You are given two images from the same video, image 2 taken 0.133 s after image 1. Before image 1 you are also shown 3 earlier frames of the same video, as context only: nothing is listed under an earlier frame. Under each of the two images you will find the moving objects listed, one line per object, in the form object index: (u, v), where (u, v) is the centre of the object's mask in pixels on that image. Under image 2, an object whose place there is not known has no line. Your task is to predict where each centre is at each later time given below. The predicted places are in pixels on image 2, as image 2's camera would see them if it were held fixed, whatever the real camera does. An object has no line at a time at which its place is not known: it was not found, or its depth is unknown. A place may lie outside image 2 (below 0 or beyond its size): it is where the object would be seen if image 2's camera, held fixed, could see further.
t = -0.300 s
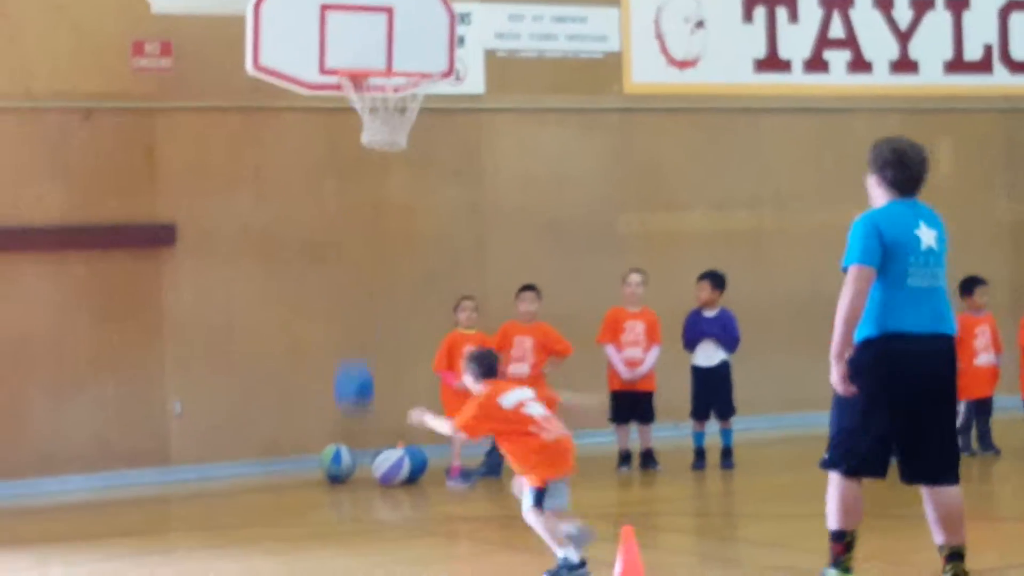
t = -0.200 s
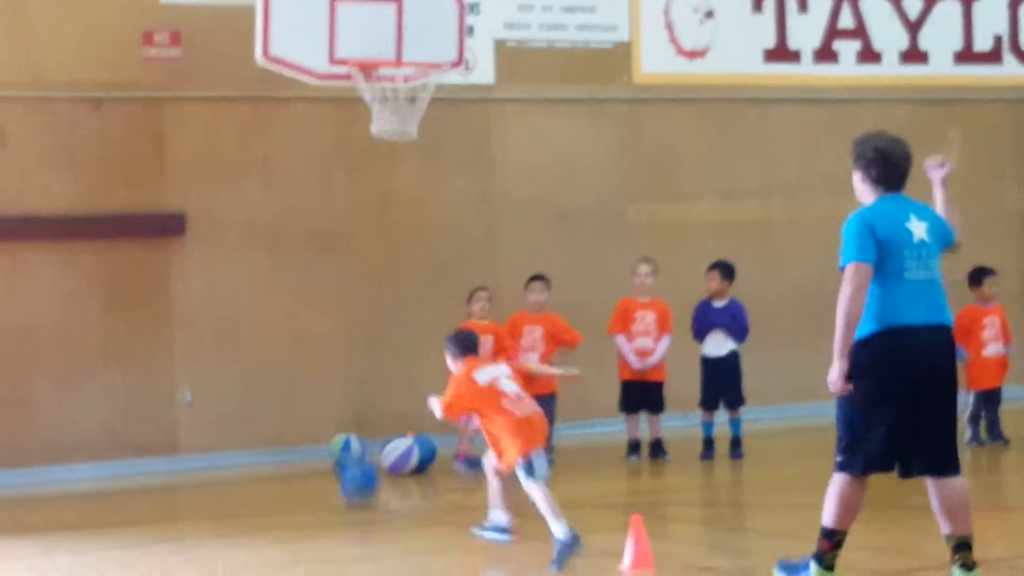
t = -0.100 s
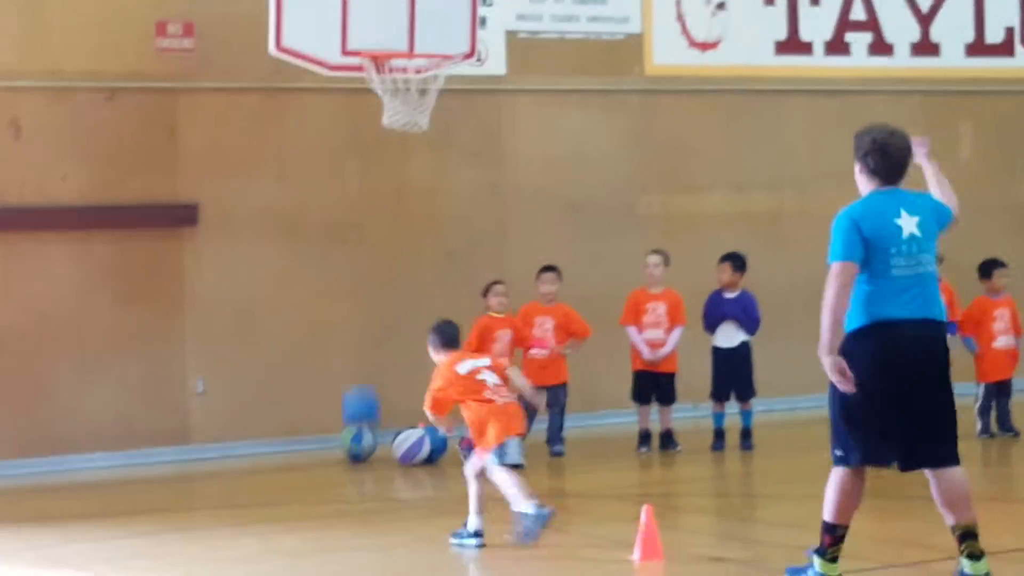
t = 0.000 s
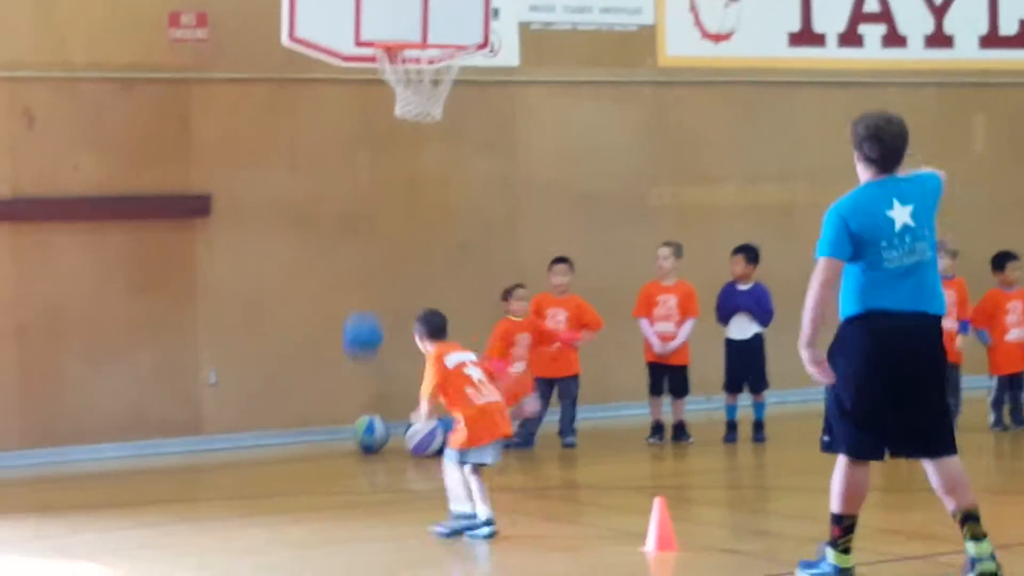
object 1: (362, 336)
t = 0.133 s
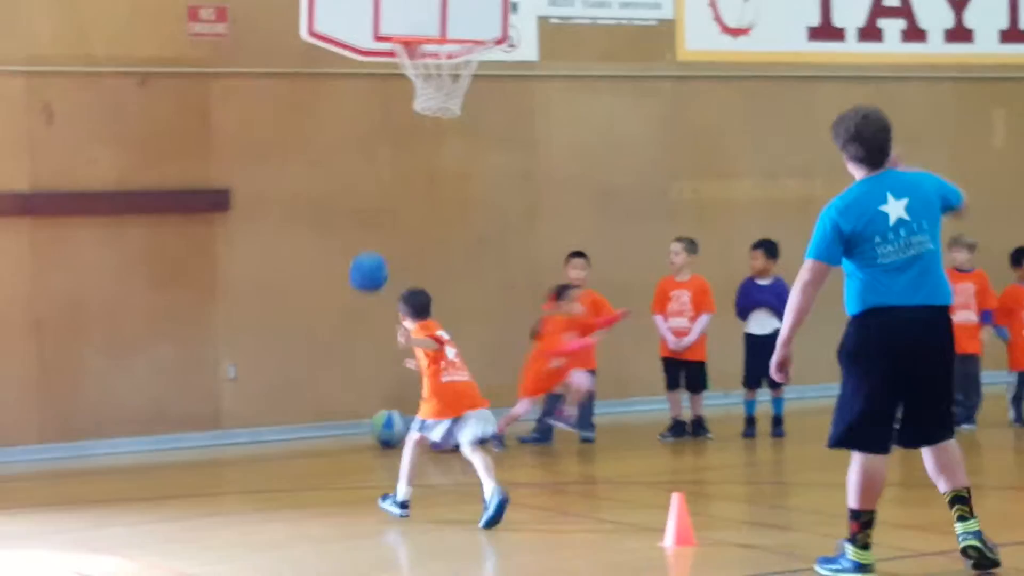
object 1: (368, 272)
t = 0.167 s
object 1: (364, 263)
